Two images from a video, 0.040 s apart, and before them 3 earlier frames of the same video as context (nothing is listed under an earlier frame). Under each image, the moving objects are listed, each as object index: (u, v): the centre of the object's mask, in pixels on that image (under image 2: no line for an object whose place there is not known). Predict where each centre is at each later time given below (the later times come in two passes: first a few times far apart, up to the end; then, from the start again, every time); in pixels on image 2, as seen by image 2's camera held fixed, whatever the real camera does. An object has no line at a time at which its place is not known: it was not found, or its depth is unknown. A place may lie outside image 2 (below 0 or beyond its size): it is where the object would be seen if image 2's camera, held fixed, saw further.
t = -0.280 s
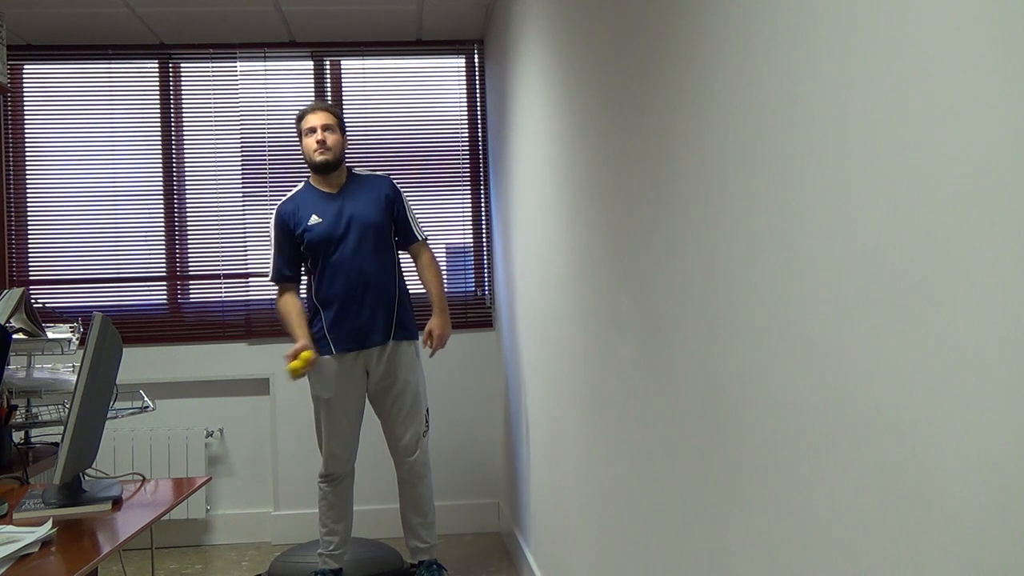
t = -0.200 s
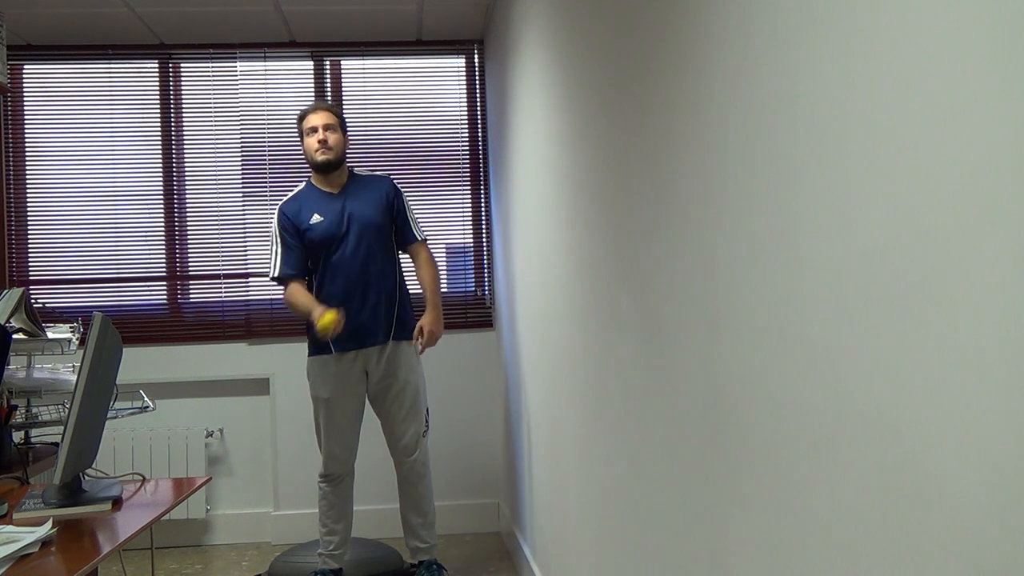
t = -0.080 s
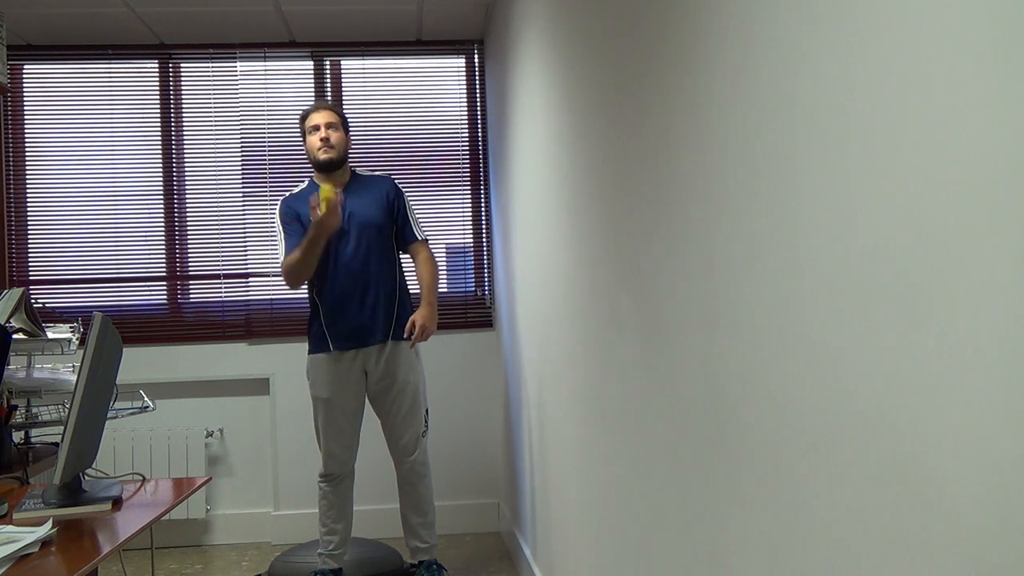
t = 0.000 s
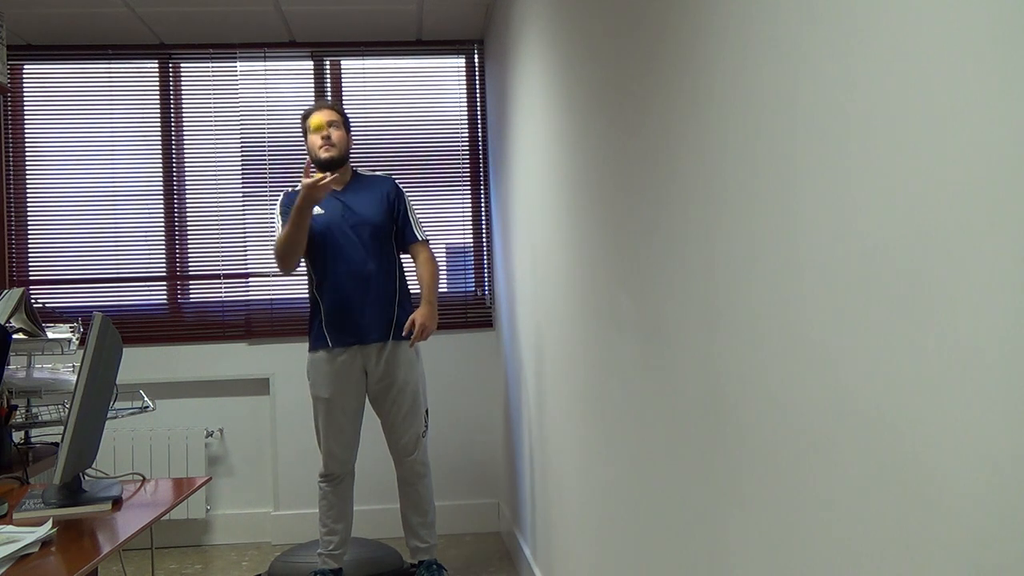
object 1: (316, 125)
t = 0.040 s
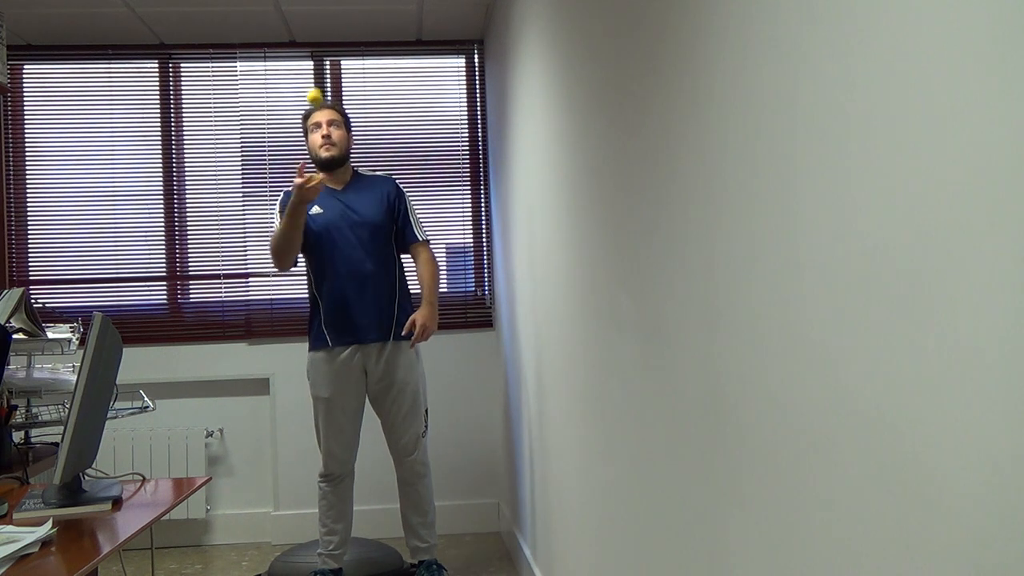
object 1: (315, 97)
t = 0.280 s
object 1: (293, 31)
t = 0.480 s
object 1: (281, 98)
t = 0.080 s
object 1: (310, 74)
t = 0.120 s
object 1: (306, 55)
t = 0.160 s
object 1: (302, 43)
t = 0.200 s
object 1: (299, 34)
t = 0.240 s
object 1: (296, 30)
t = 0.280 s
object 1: (293, 31)
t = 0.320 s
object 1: (291, 35)
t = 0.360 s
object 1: (288, 44)
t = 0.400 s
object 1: (286, 56)
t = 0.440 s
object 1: (283, 75)
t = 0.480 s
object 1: (281, 98)
